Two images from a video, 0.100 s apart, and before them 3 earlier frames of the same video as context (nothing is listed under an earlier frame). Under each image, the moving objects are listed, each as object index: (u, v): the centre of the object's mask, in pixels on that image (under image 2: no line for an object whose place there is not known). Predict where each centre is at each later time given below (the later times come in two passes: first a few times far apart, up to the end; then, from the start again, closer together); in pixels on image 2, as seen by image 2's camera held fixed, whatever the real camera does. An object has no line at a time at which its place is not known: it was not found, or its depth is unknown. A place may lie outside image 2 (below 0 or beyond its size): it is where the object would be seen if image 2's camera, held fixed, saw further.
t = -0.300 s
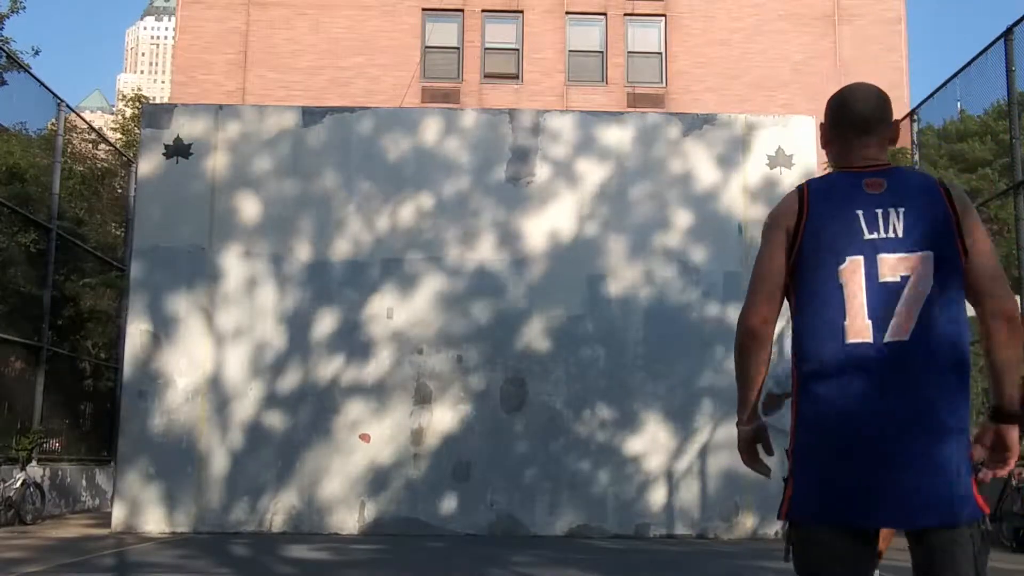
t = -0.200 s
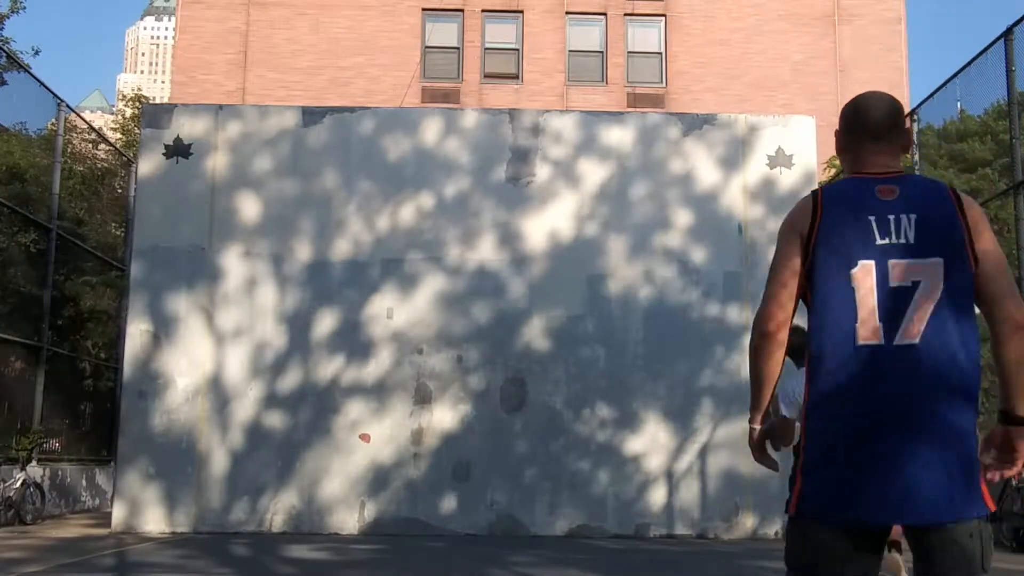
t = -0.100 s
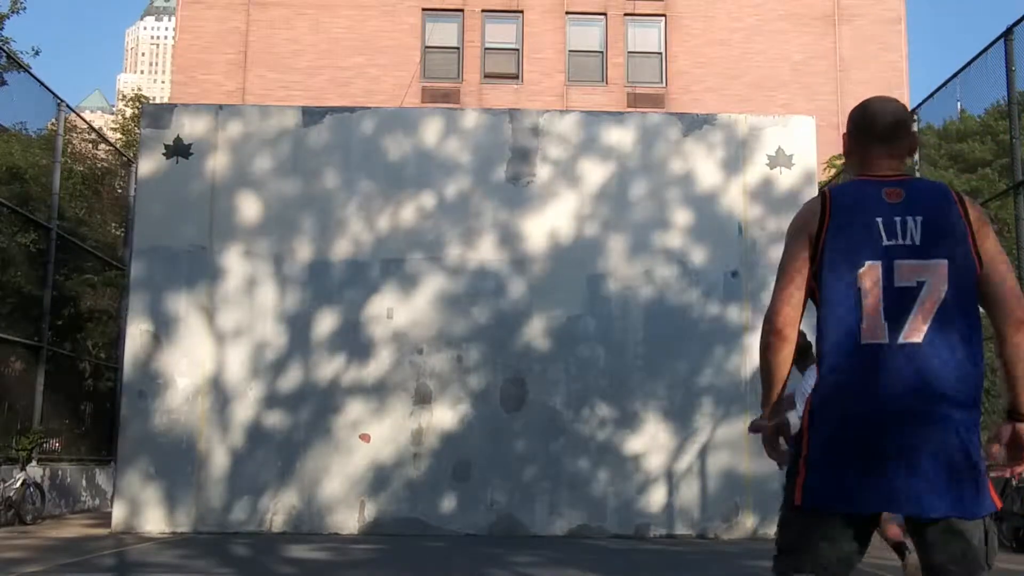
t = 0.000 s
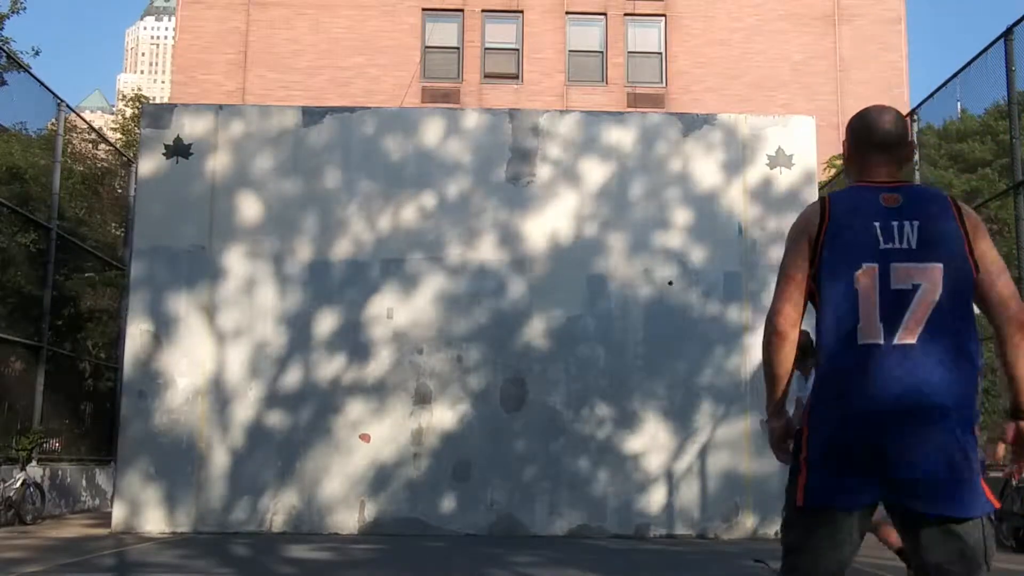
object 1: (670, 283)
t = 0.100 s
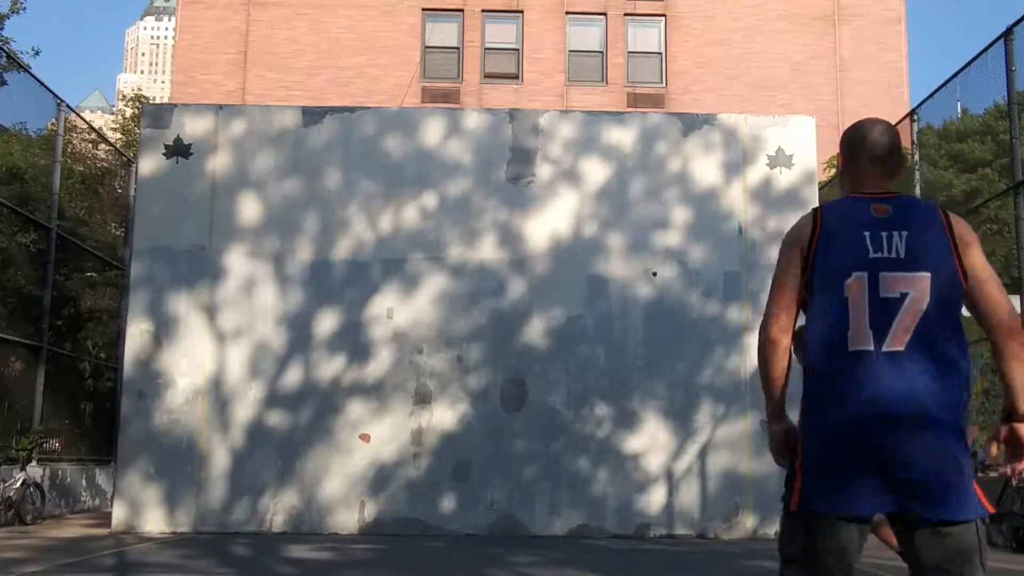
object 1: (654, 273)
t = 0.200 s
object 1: (658, 257)
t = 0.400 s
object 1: (668, 246)
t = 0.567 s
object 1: (679, 282)
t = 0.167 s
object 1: (657, 262)
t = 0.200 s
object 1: (658, 257)
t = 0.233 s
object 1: (660, 253)
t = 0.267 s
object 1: (661, 249)
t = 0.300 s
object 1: (663, 246)
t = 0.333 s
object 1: (665, 245)
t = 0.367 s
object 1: (667, 245)
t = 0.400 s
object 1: (668, 246)
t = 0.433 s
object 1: (670, 248)
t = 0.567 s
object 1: (679, 282)
